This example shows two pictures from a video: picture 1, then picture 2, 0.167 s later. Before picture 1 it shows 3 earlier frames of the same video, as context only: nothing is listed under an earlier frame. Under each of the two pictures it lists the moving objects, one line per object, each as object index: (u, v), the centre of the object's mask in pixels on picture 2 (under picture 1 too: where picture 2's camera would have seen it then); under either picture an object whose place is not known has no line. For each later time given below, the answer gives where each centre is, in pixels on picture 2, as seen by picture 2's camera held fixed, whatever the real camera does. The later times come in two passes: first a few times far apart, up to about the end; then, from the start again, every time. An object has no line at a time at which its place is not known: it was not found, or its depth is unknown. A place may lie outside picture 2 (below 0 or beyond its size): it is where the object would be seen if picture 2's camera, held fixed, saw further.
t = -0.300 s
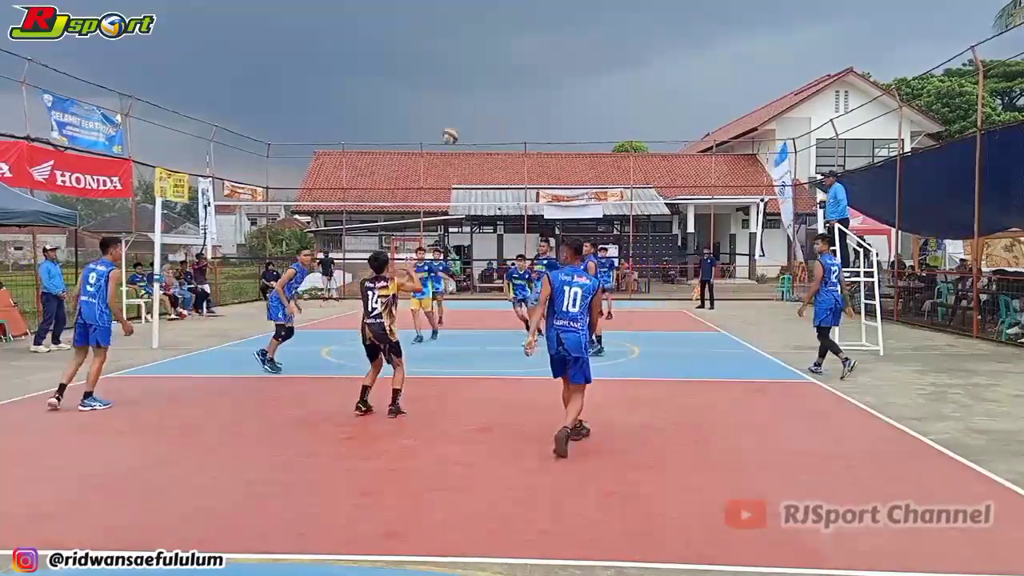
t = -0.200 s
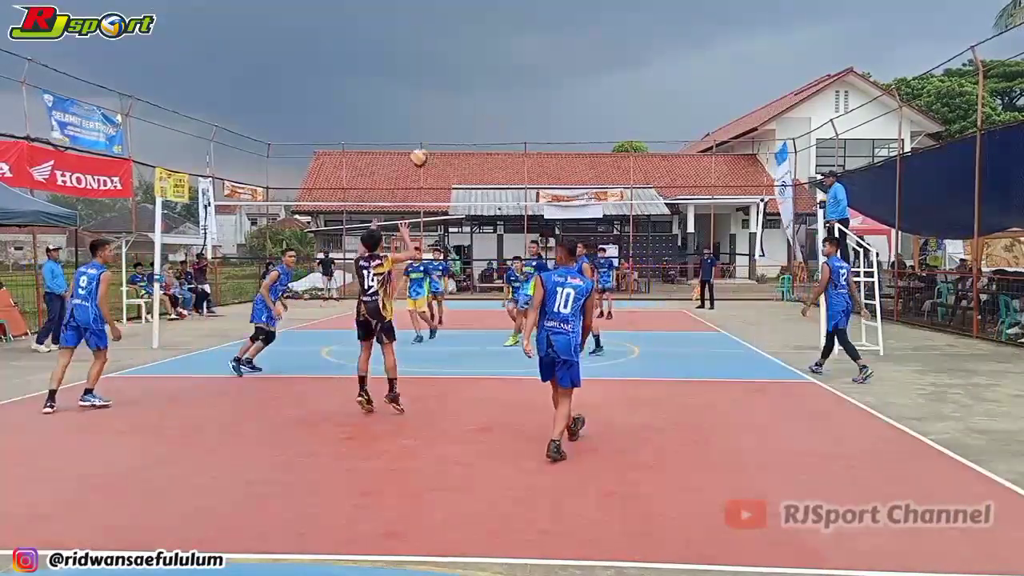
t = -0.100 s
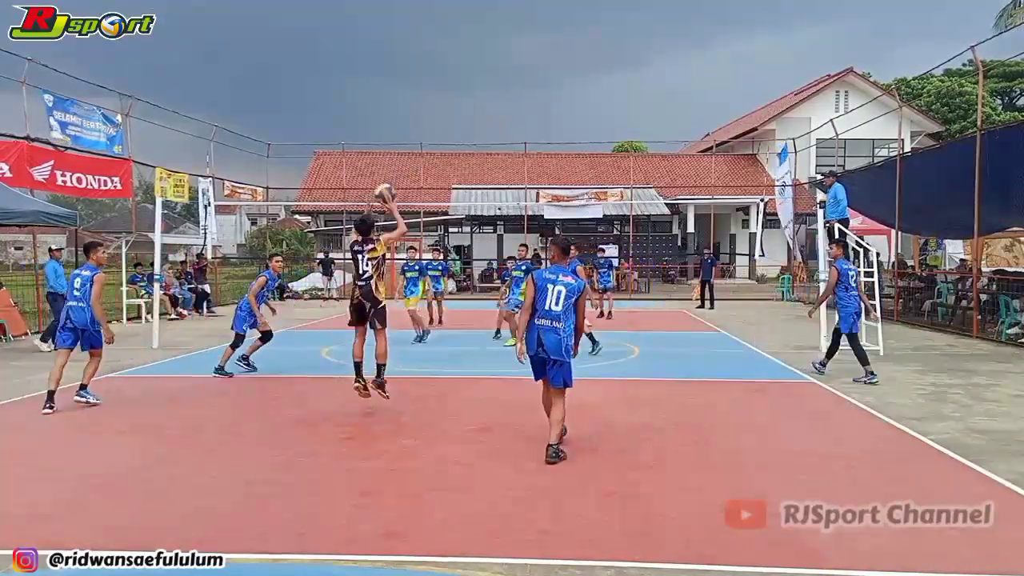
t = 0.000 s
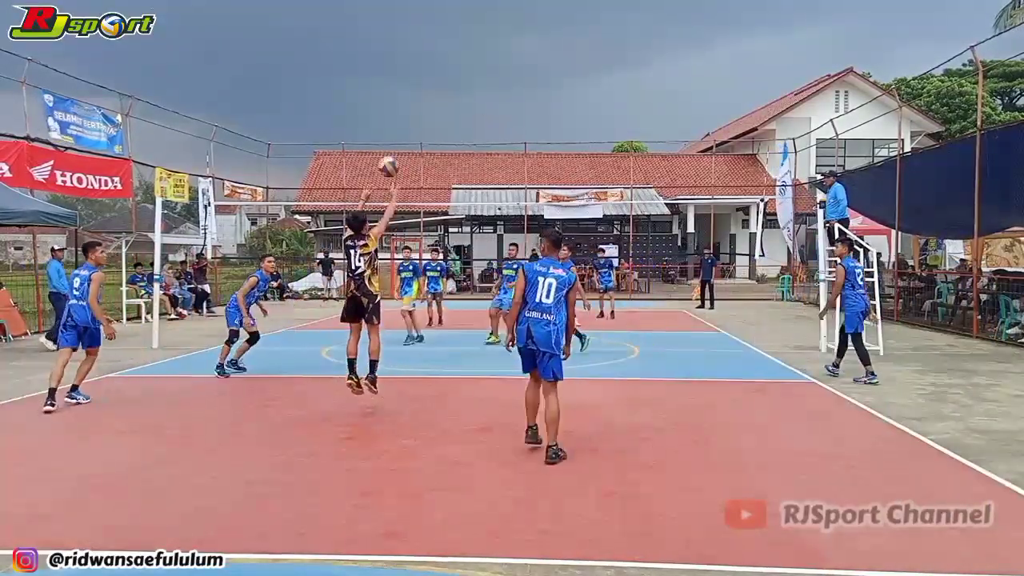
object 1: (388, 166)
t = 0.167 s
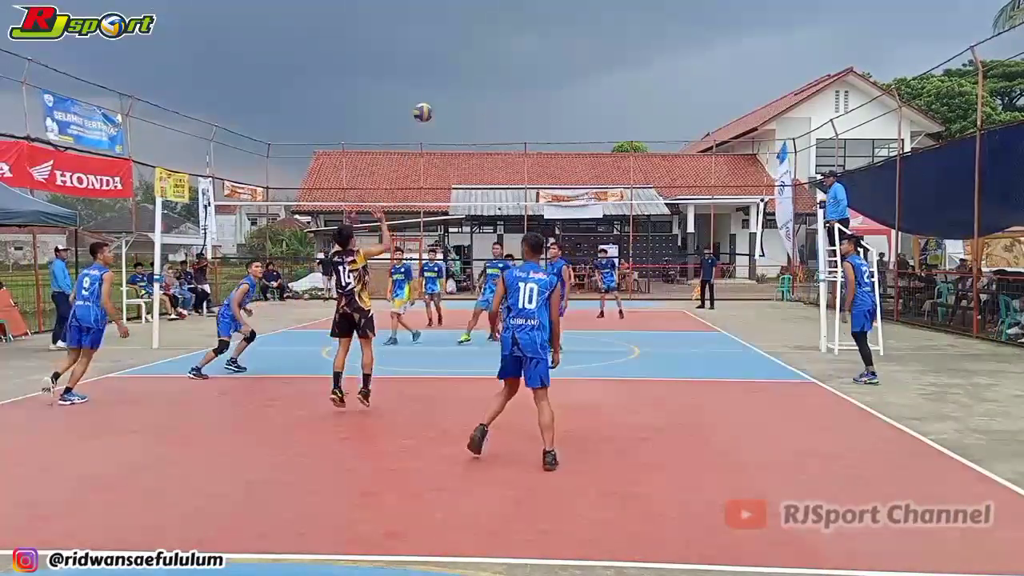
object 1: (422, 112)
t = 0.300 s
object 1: (446, 91)
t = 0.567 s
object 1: (487, 98)
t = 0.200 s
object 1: (429, 106)
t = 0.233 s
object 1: (435, 100)
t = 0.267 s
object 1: (441, 95)
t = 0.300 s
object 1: (446, 91)
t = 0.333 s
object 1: (452, 89)
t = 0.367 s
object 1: (458, 88)
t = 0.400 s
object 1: (463, 87)
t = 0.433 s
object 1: (468, 87)
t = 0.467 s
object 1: (473, 89)
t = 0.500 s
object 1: (478, 91)
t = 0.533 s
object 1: (483, 94)
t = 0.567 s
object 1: (487, 98)
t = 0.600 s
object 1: (491, 102)
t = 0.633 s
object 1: (495, 108)
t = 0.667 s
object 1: (500, 114)
